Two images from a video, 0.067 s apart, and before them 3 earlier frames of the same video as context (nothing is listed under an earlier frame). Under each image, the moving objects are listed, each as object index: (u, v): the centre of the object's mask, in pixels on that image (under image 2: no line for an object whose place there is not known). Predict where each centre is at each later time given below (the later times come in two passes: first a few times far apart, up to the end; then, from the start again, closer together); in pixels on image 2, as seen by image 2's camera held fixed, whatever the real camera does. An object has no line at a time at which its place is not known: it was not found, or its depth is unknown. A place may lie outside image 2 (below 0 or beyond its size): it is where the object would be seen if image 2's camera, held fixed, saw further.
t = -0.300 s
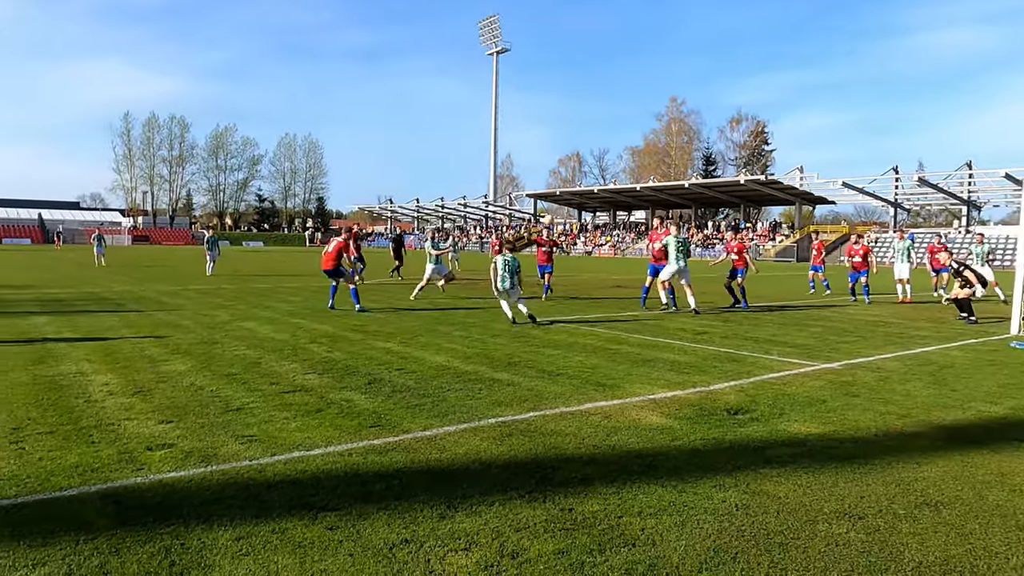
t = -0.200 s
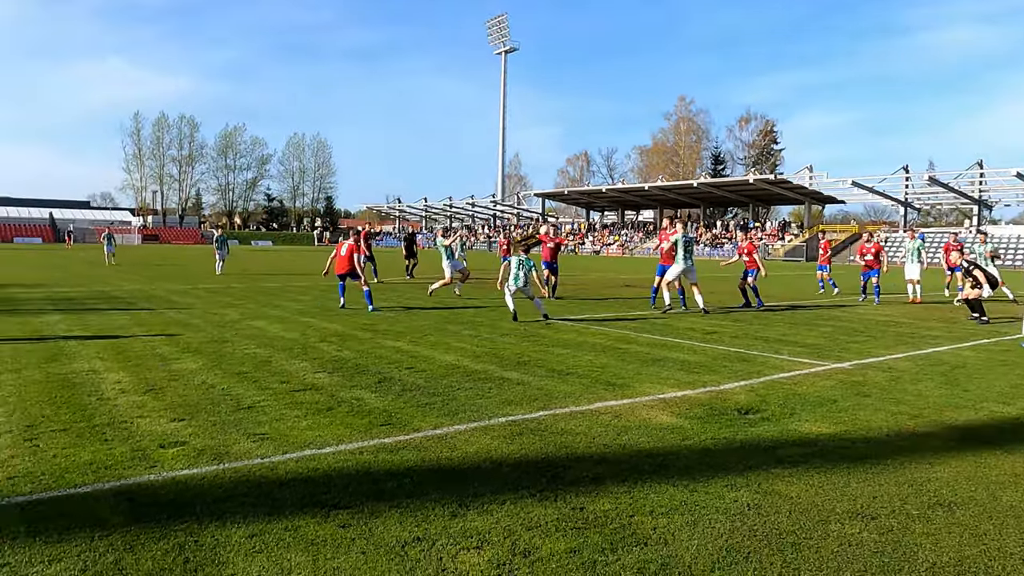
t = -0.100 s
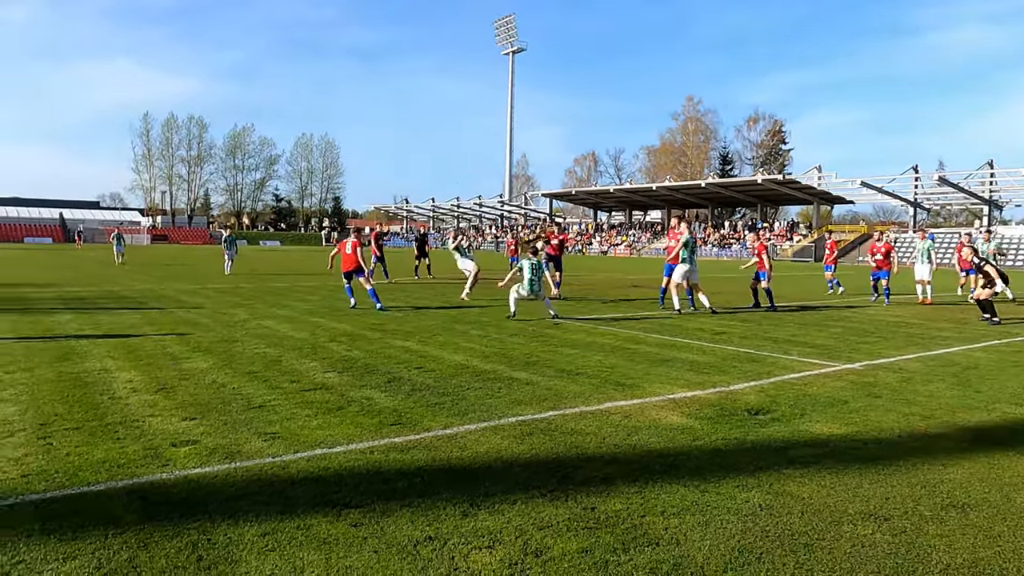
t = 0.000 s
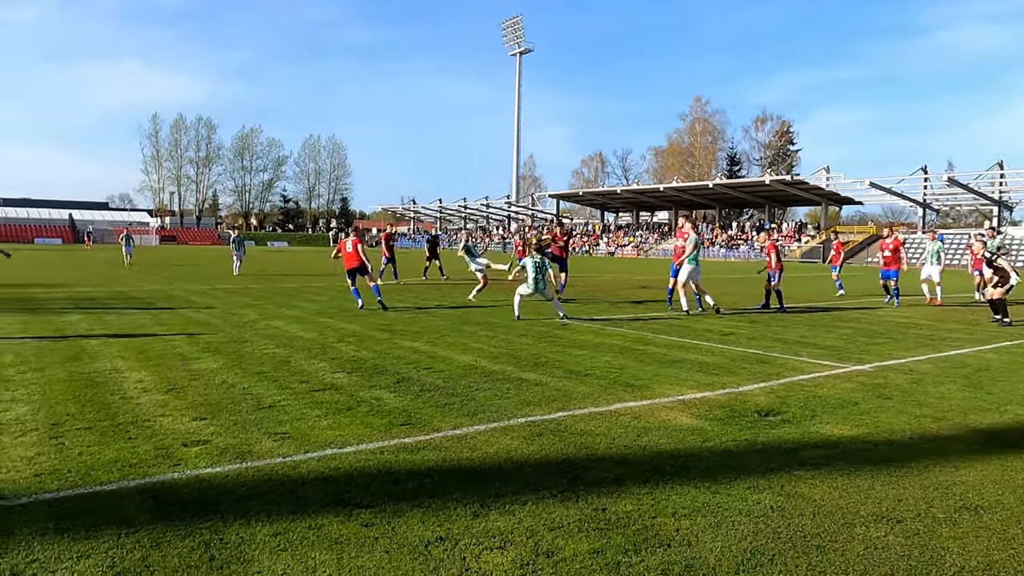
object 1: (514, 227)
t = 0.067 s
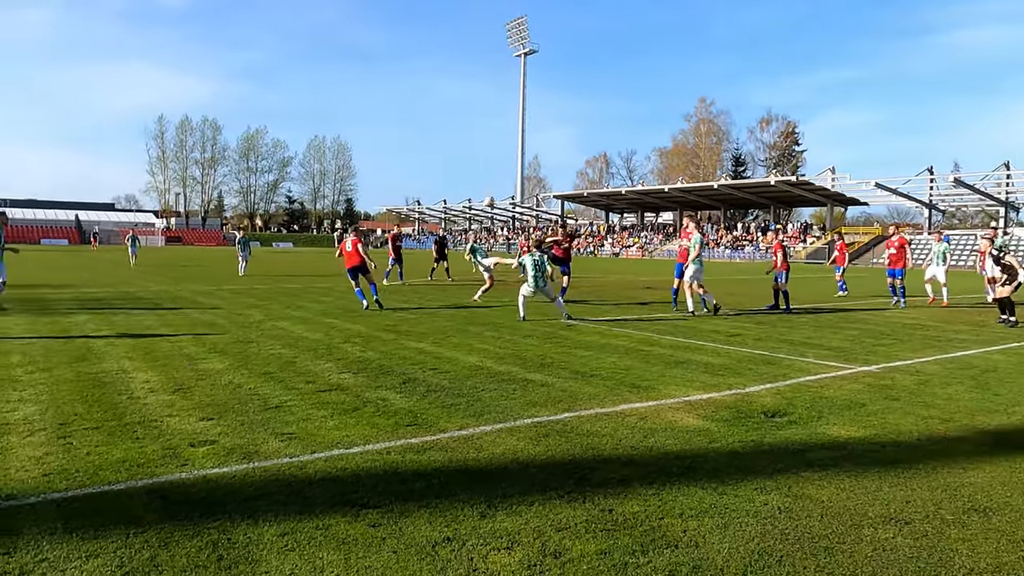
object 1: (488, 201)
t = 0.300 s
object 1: (388, 129)
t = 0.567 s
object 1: (282, 92)
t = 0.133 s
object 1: (459, 176)
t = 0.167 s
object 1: (444, 165)
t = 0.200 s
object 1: (430, 155)
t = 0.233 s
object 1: (416, 146)
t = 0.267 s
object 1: (402, 137)
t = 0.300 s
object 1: (388, 129)
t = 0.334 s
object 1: (374, 121)
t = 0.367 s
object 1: (360, 115)
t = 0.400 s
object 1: (347, 110)
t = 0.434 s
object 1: (334, 105)
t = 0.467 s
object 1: (320, 100)
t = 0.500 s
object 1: (307, 97)
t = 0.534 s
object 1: (295, 94)
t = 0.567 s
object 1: (282, 92)
